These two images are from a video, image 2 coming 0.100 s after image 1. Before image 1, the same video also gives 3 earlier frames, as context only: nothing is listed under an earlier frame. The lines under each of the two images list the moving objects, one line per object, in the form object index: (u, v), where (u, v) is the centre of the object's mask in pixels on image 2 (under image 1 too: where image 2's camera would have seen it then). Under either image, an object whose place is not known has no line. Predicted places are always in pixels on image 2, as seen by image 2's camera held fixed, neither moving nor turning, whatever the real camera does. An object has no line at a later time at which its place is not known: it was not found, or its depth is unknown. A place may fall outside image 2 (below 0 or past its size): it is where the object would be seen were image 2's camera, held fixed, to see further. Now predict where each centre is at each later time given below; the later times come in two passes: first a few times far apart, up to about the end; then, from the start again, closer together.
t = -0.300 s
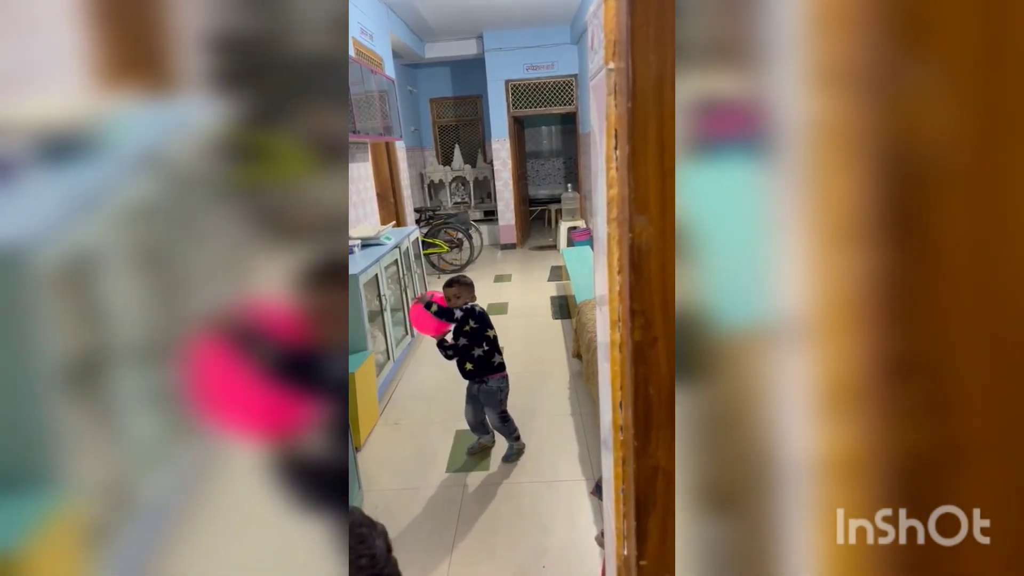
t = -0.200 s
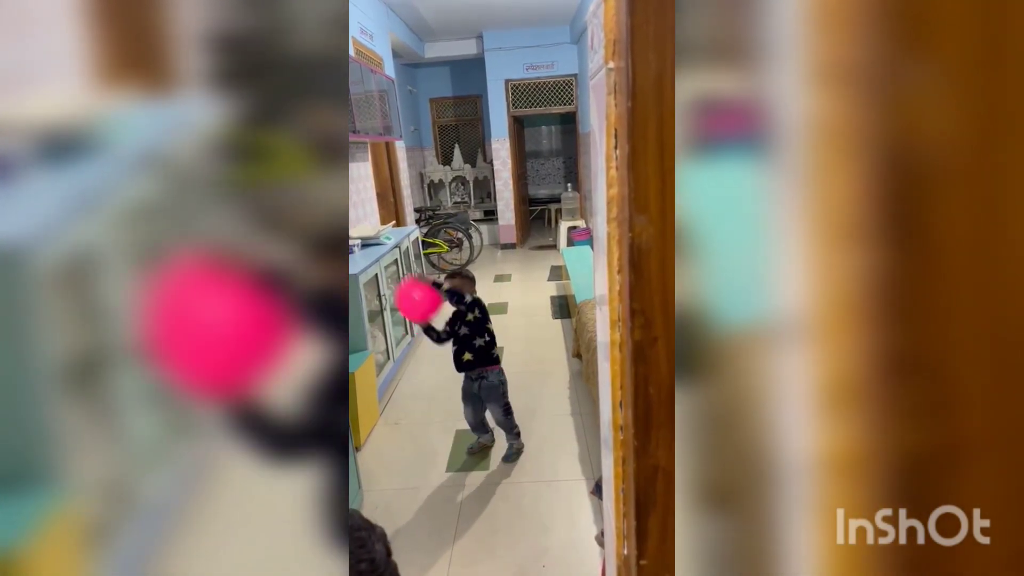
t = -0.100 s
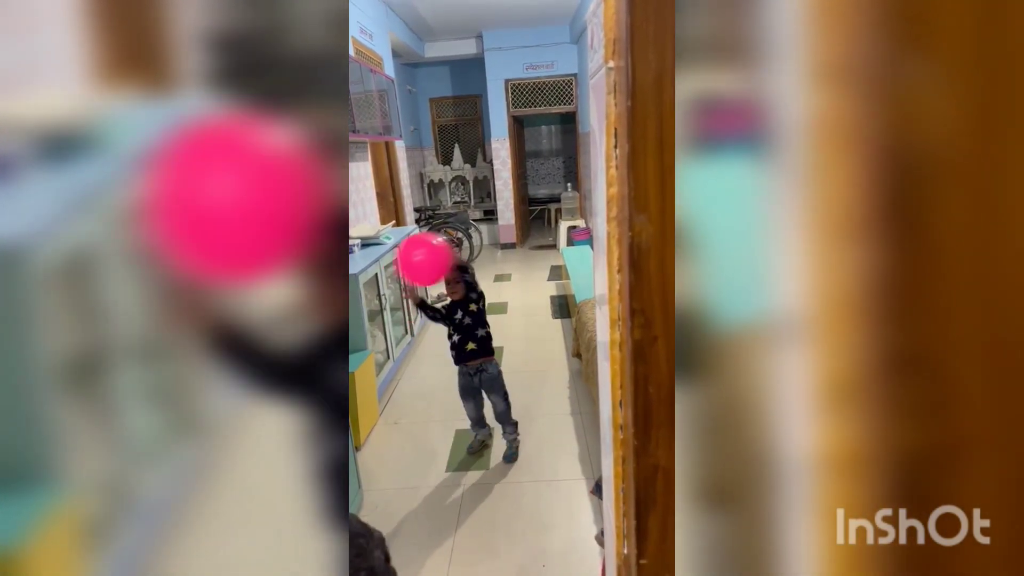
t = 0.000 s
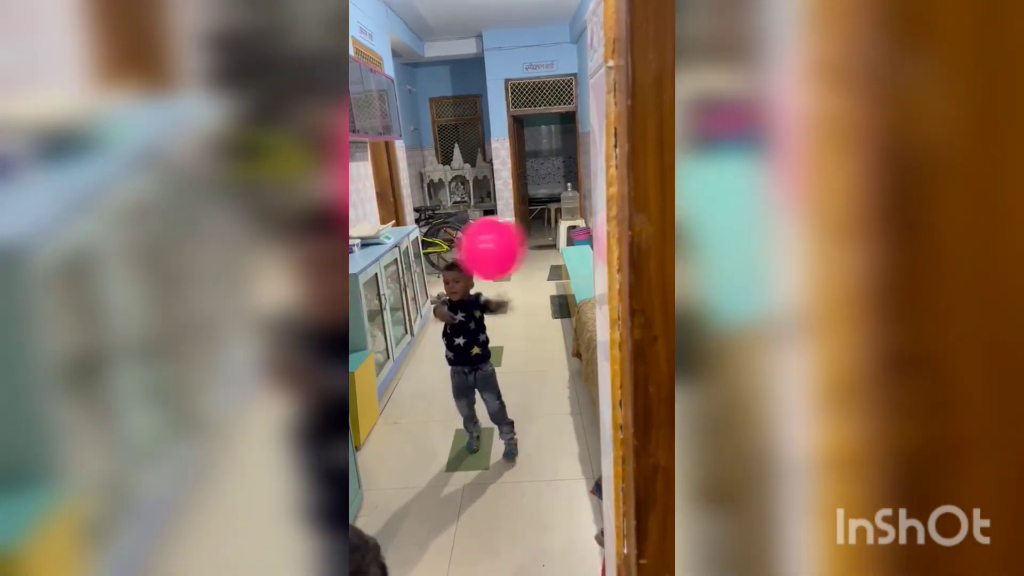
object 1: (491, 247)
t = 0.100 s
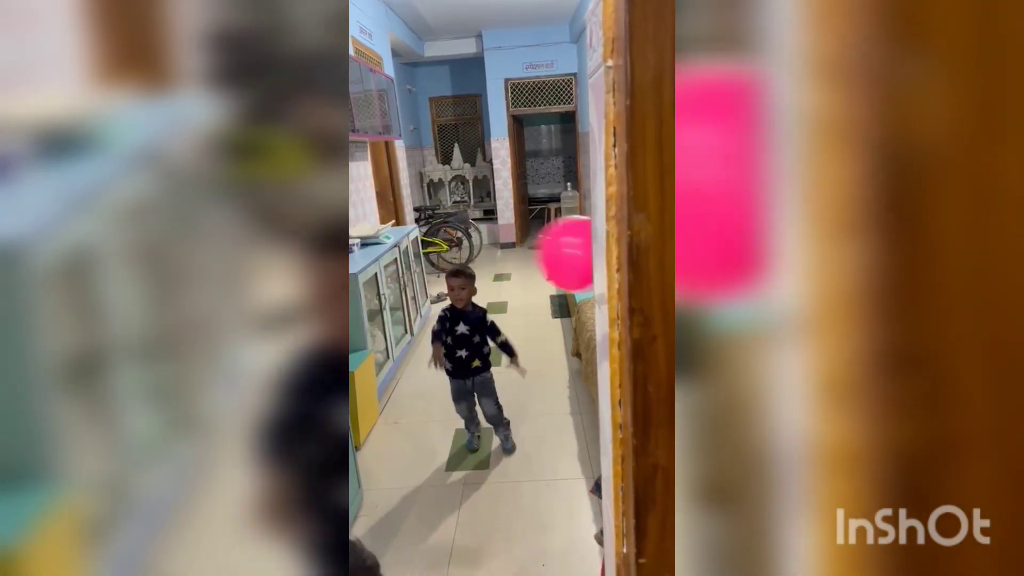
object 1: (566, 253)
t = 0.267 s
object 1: (510, 204)
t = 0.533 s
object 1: (396, 213)
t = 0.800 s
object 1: (360, 318)
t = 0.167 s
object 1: (564, 240)
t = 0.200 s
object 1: (551, 225)
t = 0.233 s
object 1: (528, 212)
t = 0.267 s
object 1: (510, 204)
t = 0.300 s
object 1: (491, 197)
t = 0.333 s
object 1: (471, 192)
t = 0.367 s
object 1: (456, 190)
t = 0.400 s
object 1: (442, 191)
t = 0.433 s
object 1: (428, 194)
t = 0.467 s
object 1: (416, 199)
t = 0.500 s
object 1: (406, 205)
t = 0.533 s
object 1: (396, 213)
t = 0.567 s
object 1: (388, 223)
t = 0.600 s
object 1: (380, 234)
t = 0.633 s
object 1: (374, 247)
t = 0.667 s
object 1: (371, 260)
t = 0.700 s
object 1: (367, 274)
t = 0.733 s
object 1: (364, 289)
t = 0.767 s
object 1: (362, 302)
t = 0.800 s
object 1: (360, 318)
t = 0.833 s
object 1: (358, 334)
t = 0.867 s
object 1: (356, 348)
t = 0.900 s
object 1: (355, 365)
